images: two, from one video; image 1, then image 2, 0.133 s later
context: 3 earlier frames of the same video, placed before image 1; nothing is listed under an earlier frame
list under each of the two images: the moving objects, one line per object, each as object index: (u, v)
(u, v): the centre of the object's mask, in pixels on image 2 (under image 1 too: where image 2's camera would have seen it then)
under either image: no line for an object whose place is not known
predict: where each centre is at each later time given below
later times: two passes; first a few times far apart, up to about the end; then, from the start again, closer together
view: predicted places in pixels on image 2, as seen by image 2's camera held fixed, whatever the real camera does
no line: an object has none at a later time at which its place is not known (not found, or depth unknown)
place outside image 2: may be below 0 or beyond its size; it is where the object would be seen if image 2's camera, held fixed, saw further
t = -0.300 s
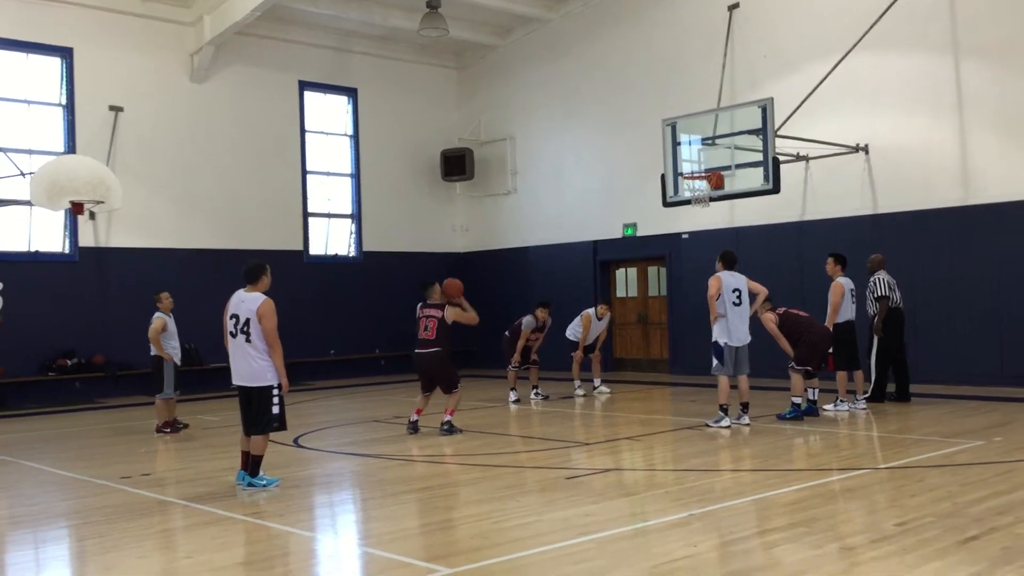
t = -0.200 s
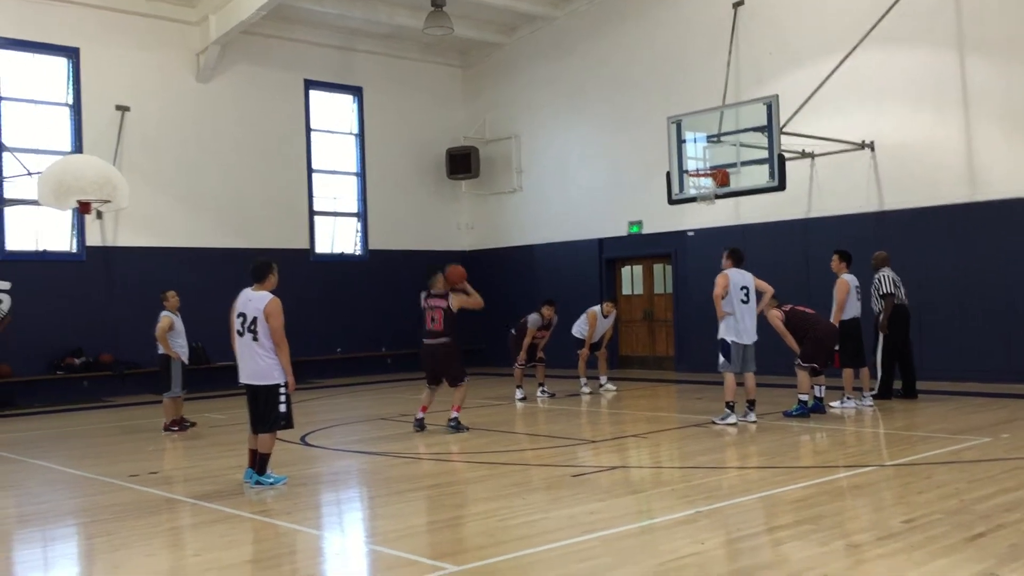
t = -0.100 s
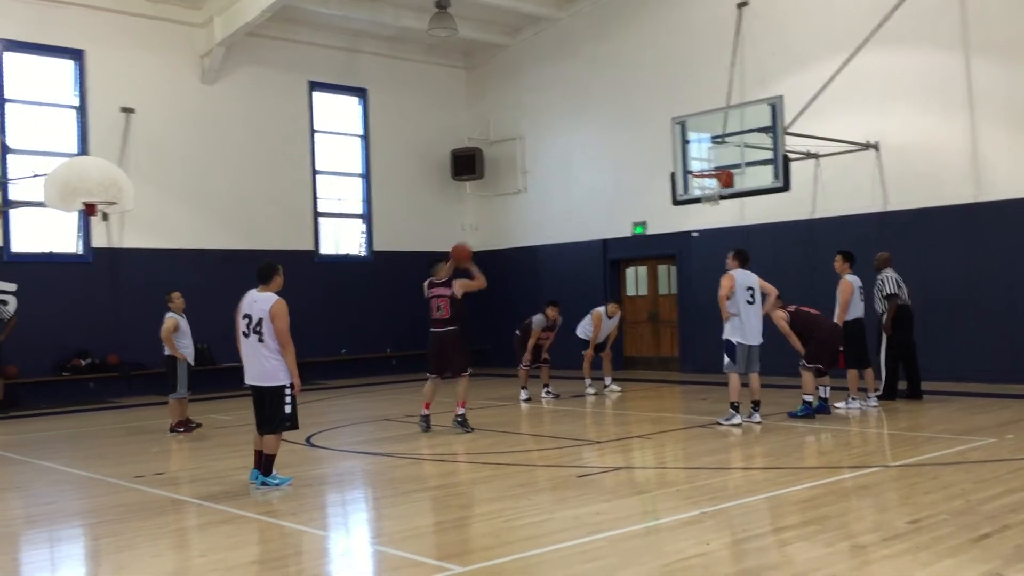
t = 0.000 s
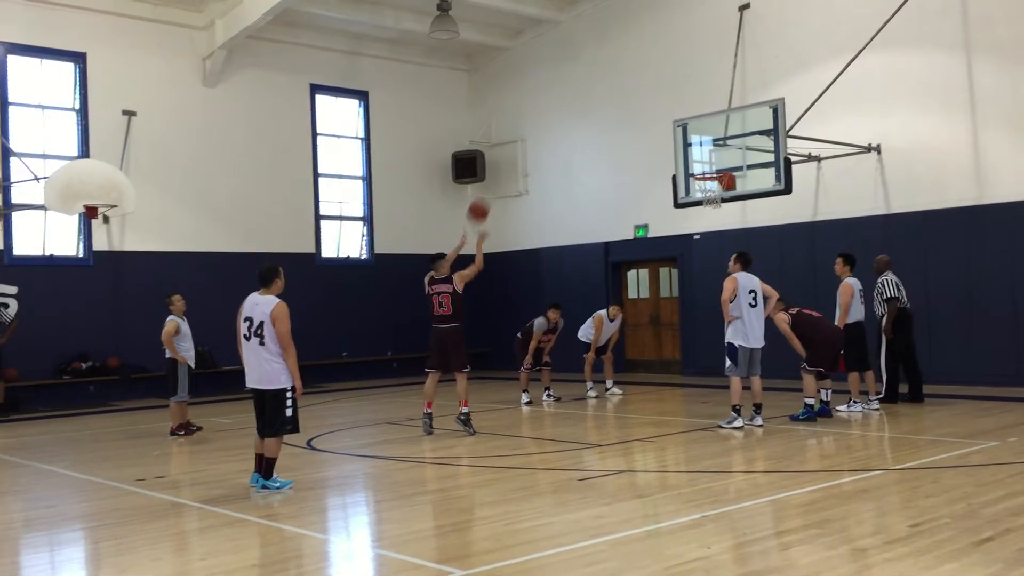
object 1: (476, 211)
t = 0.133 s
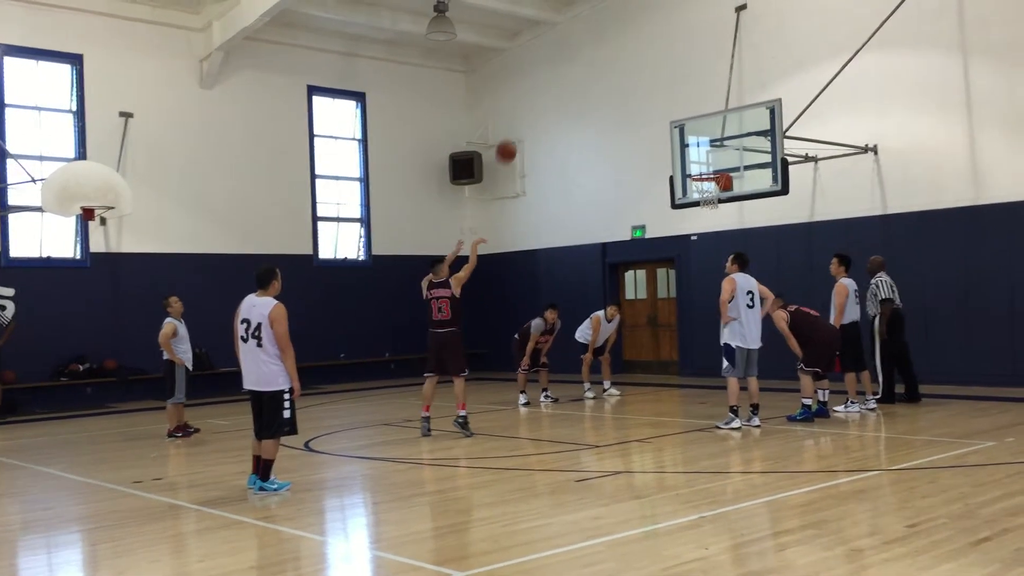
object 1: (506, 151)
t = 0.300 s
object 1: (542, 101)
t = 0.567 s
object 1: (596, 73)
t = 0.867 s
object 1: (653, 106)
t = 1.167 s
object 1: (702, 162)
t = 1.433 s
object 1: (711, 155)
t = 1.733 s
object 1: (702, 160)
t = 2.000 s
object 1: (698, 194)
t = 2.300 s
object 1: (695, 296)
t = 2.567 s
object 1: (692, 370)
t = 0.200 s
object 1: (521, 127)
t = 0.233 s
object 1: (528, 118)
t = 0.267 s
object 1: (535, 109)
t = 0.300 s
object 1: (542, 101)
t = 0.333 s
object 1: (549, 94)
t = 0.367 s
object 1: (556, 88)
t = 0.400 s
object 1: (562, 83)
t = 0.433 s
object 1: (569, 79)
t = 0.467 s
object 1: (576, 76)
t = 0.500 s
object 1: (583, 74)
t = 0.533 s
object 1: (590, 73)
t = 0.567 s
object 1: (596, 73)
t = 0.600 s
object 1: (603, 73)
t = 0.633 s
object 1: (609, 74)
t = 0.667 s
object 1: (615, 76)
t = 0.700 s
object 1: (622, 80)
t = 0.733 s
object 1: (628, 83)
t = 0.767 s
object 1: (634, 88)
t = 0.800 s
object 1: (640, 93)
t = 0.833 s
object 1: (647, 99)
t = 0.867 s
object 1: (653, 106)
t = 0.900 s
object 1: (658, 114)
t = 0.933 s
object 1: (664, 122)
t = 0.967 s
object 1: (670, 131)
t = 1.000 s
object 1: (676, 142)
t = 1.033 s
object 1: (681, 152)
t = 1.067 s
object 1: (688, 161)
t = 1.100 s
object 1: (693, 169)
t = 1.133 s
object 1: (697, 165)
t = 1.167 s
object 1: (702, 162)
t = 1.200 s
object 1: (706, 159)
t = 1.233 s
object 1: (711, 158)
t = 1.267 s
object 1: (715, 157)
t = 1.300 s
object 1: (717, 156)
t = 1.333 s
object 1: (716, 154)
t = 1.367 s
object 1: (714, 154)
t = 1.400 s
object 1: (713, 154)
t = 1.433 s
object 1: (711, 155)
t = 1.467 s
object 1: (710, 156)
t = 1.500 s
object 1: (709, 159)
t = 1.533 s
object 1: (707, 162)
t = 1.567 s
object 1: (706, 165)
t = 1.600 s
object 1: (705, 163)
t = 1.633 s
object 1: (704, 161)
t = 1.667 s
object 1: (704, 160)
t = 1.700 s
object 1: (703, 160)
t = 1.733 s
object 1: (702, 160)
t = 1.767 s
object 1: (702, 162)
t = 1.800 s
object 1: (701, 164)
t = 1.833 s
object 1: (700, 167)
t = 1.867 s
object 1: (700, 171)
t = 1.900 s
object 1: (699, 175)
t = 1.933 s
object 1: (698, 181)
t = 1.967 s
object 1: (698, 187)
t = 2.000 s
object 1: (698, 194)
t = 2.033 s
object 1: (697, 203)
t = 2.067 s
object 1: (697, 211)
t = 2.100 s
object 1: (697, 220)
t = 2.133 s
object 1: (696, 230)
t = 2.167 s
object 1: (697, 243)
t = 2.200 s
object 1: (697, 253)
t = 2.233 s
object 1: (697, 267)
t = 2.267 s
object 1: (696, 281)
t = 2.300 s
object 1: (695, 296)
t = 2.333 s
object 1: (695, 313)
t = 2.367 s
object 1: (695, 329)
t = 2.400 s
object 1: (695, 347)
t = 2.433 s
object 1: (695, 363)
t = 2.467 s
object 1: (696, 383)
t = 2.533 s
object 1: (694, 383)
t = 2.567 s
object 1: (692, 370)
